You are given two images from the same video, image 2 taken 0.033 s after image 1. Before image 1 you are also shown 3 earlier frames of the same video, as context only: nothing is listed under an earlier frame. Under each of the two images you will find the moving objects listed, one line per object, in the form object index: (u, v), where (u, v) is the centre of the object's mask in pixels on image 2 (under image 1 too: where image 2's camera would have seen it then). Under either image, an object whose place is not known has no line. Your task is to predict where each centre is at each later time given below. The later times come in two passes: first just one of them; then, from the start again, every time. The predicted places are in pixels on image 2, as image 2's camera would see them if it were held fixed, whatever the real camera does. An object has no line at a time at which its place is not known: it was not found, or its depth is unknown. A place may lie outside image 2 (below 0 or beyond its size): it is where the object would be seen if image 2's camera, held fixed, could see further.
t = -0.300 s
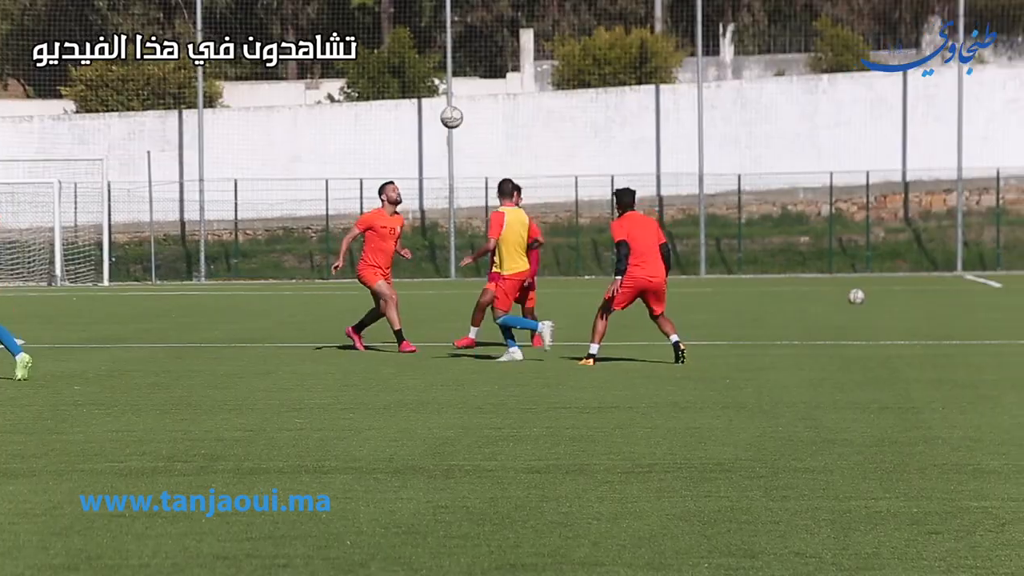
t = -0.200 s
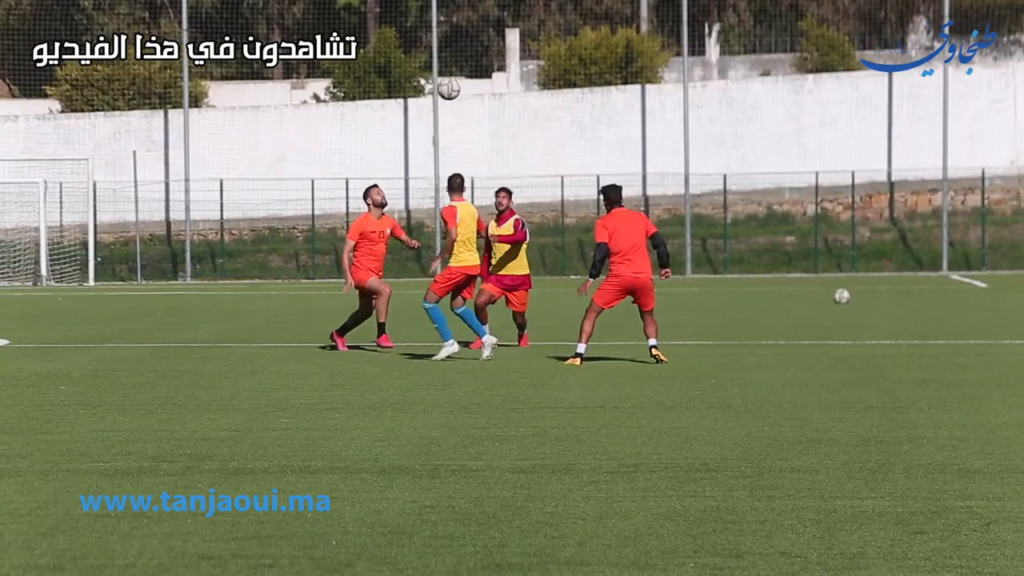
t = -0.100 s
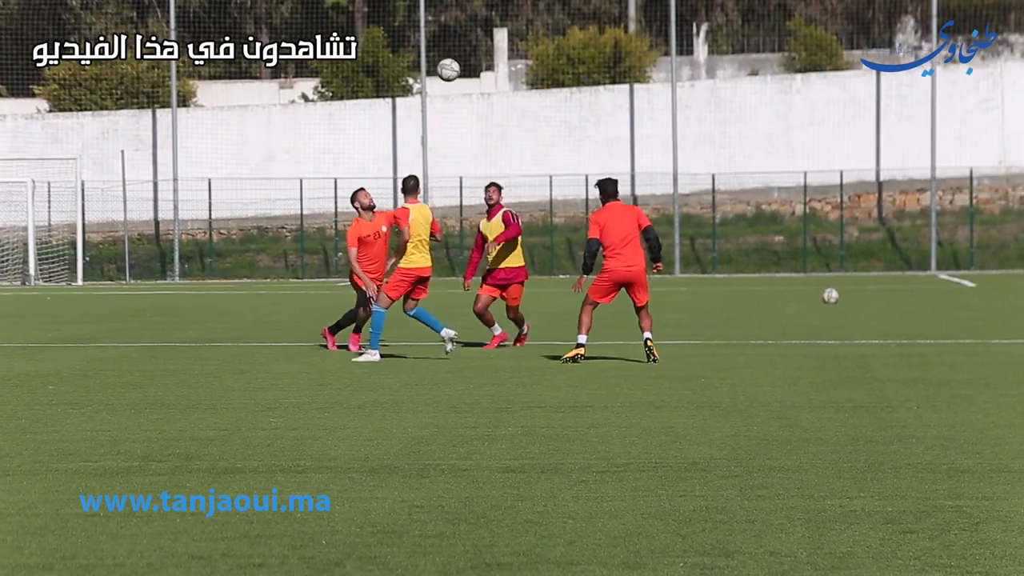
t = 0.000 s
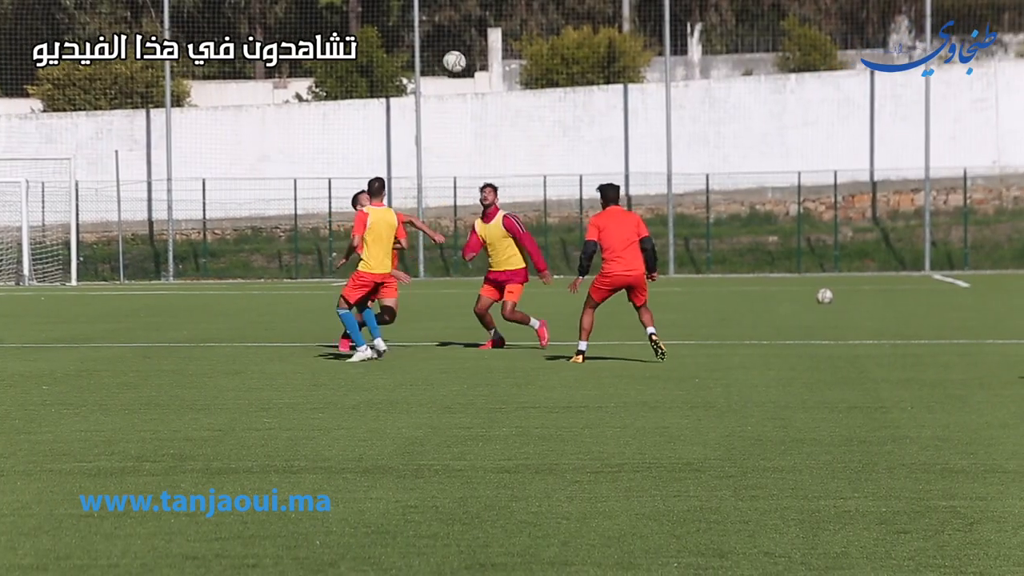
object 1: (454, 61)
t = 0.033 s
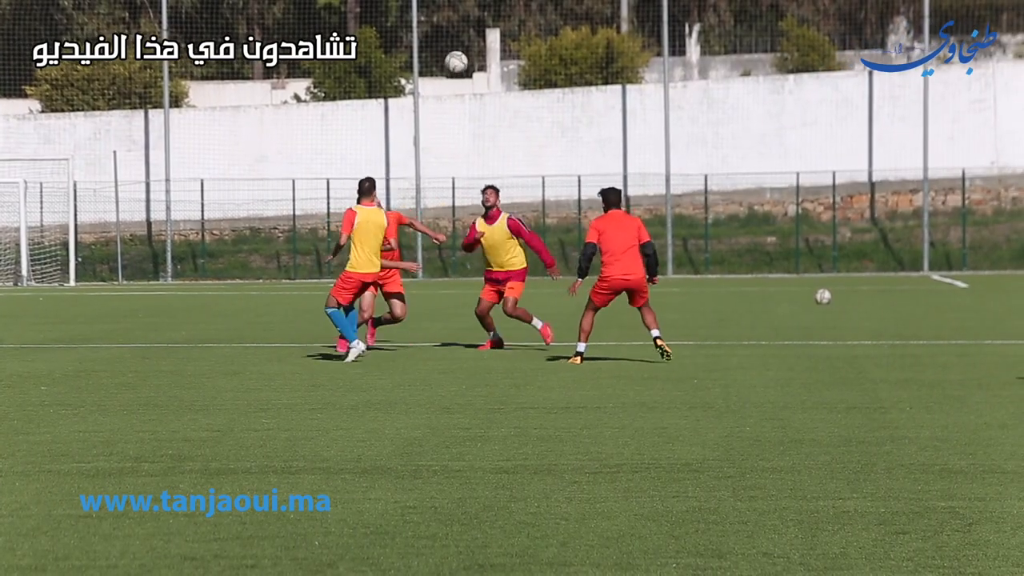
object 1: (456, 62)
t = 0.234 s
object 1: (478, 86)
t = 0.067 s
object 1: (460, 63)
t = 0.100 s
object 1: (463, 65)
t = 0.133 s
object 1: (467, 69)
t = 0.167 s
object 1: (471, 74)
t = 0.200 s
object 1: (475, 80)
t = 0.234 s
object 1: (478, 86)
